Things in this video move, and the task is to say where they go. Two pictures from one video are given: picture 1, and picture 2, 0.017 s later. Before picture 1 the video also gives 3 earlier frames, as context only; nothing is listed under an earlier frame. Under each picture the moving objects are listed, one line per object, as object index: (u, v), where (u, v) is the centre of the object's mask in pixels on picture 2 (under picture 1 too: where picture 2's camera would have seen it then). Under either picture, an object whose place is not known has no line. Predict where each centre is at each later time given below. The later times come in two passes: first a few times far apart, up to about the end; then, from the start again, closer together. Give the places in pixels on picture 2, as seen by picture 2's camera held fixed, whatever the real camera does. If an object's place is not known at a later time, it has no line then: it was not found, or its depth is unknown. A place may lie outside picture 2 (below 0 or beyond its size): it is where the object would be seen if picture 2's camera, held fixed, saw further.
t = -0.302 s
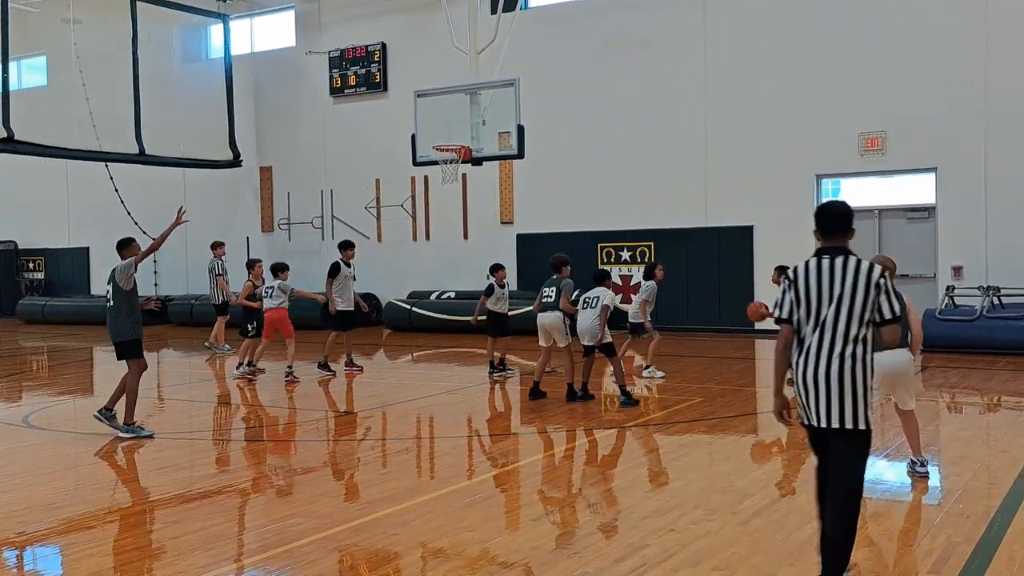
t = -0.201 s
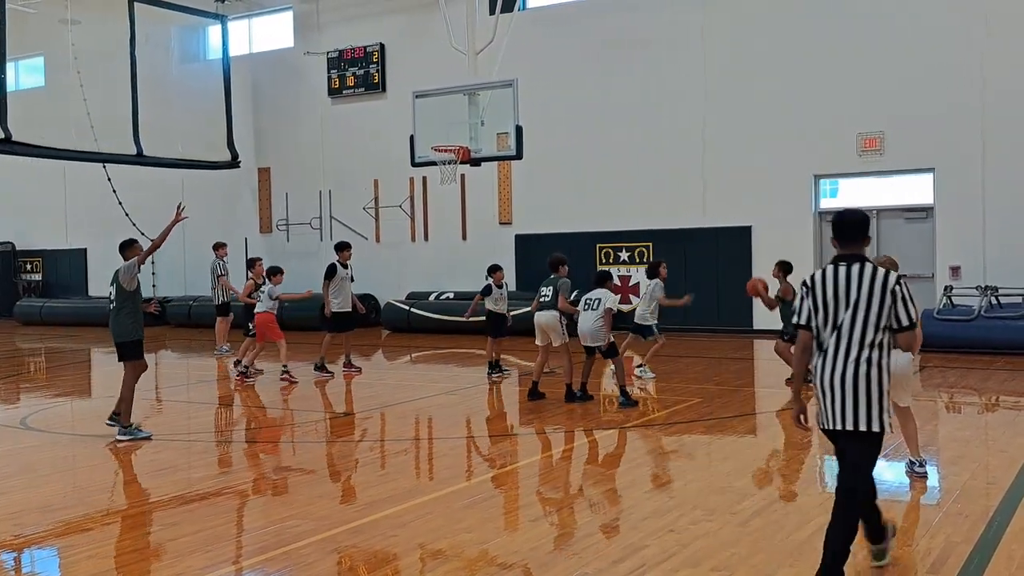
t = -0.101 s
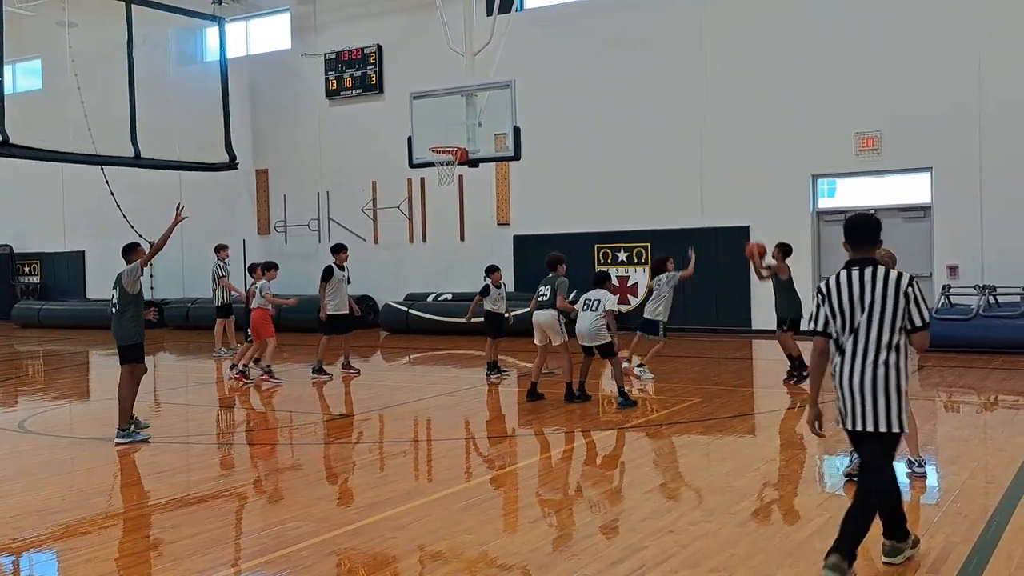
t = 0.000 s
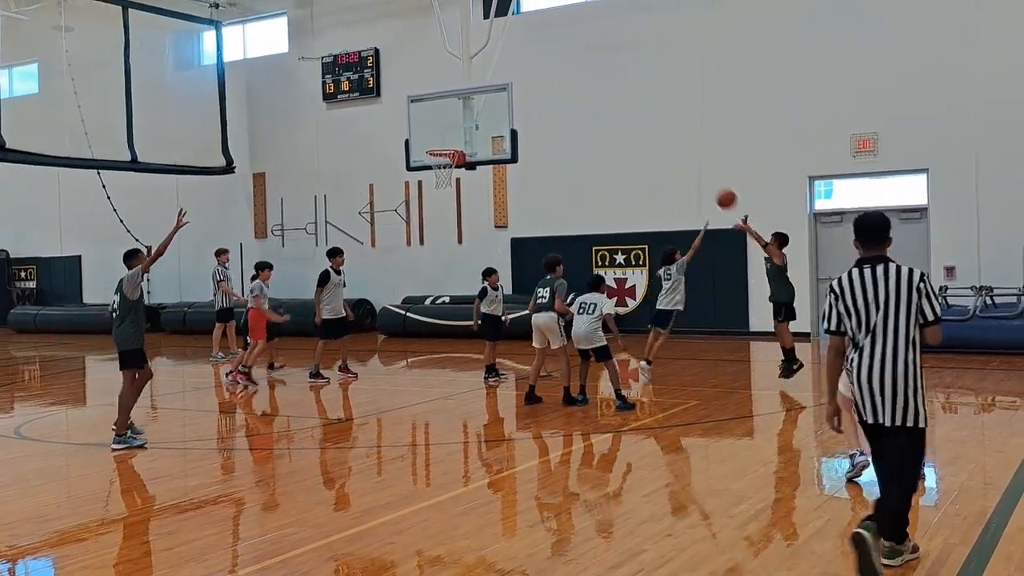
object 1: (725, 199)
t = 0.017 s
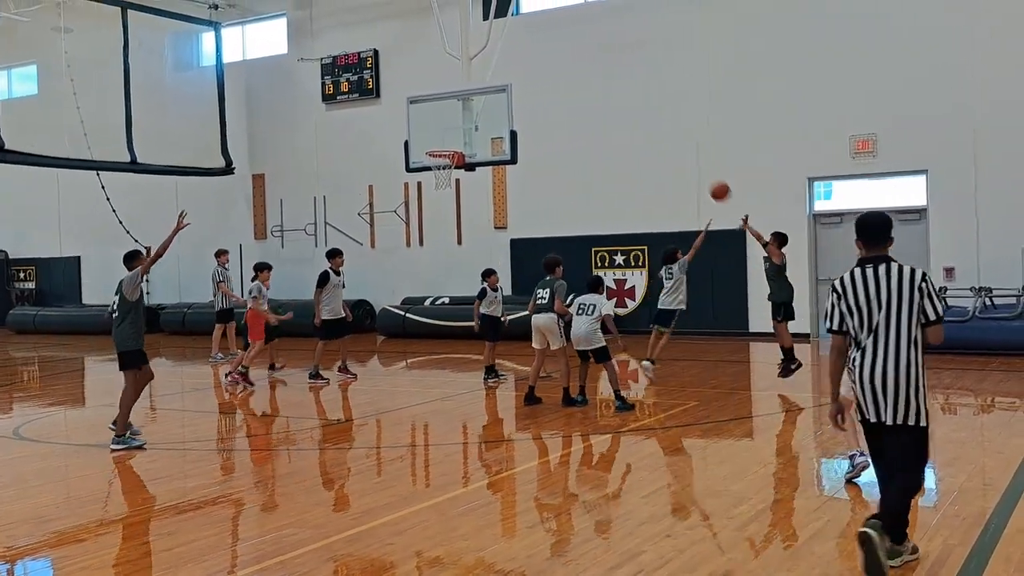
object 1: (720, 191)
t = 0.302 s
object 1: (631, 87)
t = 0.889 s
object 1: (492, 85)
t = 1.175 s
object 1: (443, 166)
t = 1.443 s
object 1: (416, 206)
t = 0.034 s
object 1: (715, 182)
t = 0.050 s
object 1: (710, 175)
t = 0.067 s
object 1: (702, 168)
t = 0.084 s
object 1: (698, 159)
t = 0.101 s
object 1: (692, 152)
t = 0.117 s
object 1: (687, 145)
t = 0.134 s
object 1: (682, 138)
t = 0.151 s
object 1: (676, 132)
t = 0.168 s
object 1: (672, 126)
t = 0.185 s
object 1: (666, 120)
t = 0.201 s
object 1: (661, 115)
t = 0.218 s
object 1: (656, 109)
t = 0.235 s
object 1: (650, 104)
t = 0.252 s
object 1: (646, 99)
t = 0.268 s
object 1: (641, 95)
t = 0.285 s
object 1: (636, 91)
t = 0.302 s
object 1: (631, 87)
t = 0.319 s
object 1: (626, 83)
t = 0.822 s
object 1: (506, 73)
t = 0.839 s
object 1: (502, 76)
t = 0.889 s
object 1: (492, 85)
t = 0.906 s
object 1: (489, 89)
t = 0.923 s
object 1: (485, 93)
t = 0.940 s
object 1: (482, 97)
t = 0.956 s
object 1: (479, 102)
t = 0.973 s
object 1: (476, 105)
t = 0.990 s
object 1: (472, 110)
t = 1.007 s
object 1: (469, 114)
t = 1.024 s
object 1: (465, 119)
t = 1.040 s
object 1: (463, 124)
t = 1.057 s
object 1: (459, 129)
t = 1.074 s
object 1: (456, 134)
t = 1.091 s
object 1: (453, 139)
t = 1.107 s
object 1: (450, 145)
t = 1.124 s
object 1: (447, 149)
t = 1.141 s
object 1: (443, 153)
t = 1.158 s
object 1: (444, 162)
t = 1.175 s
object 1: (443, 166)
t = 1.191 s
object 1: (438, 170)
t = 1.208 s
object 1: (436, 173)
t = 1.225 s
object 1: (434, 174)
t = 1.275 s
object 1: (430, 178)
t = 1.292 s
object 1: (428, 181)
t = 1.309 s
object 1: (427, 183)
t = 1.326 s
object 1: (426, 185)
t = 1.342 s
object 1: (424, 188)
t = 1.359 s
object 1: (422, 190)
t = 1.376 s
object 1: (422, 193)
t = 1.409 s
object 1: (419, 199)
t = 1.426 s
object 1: (418, 202)
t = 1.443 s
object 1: (416, 206)
